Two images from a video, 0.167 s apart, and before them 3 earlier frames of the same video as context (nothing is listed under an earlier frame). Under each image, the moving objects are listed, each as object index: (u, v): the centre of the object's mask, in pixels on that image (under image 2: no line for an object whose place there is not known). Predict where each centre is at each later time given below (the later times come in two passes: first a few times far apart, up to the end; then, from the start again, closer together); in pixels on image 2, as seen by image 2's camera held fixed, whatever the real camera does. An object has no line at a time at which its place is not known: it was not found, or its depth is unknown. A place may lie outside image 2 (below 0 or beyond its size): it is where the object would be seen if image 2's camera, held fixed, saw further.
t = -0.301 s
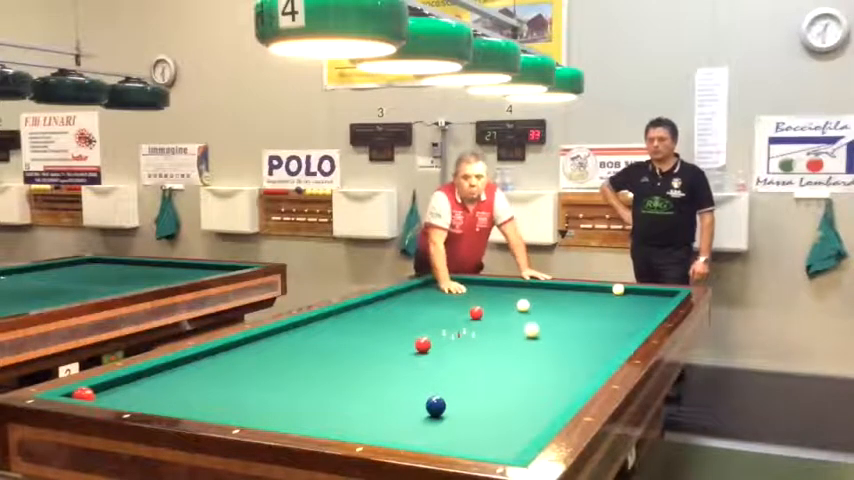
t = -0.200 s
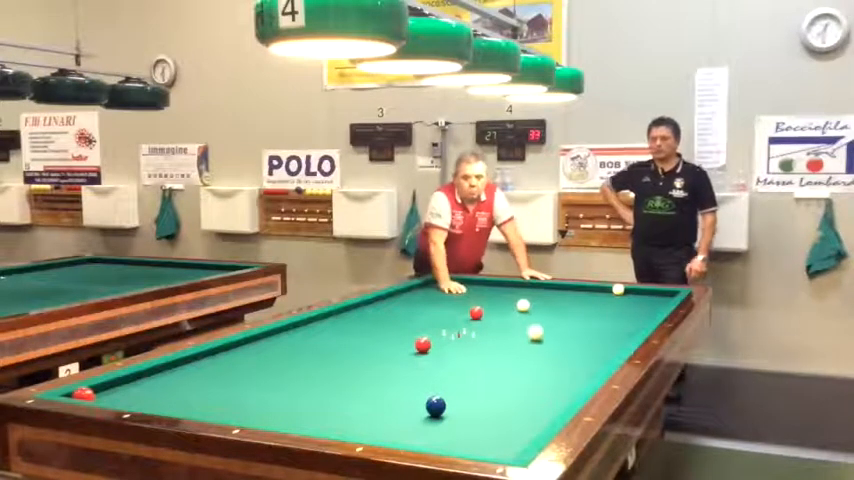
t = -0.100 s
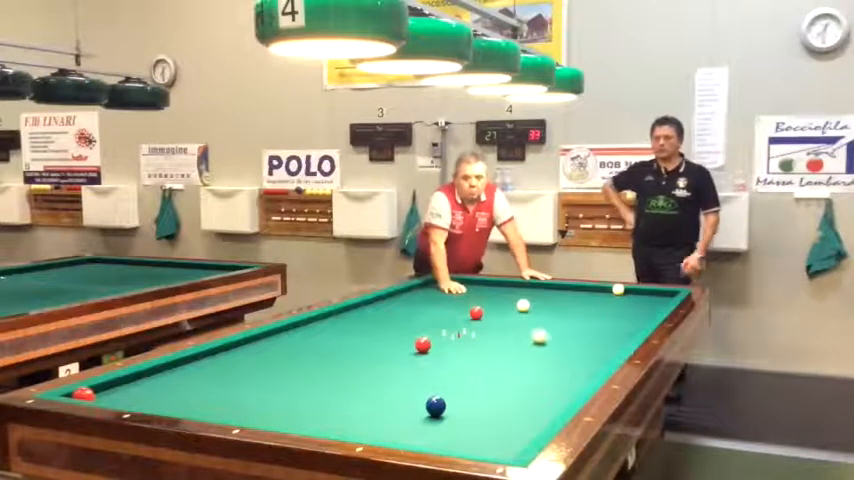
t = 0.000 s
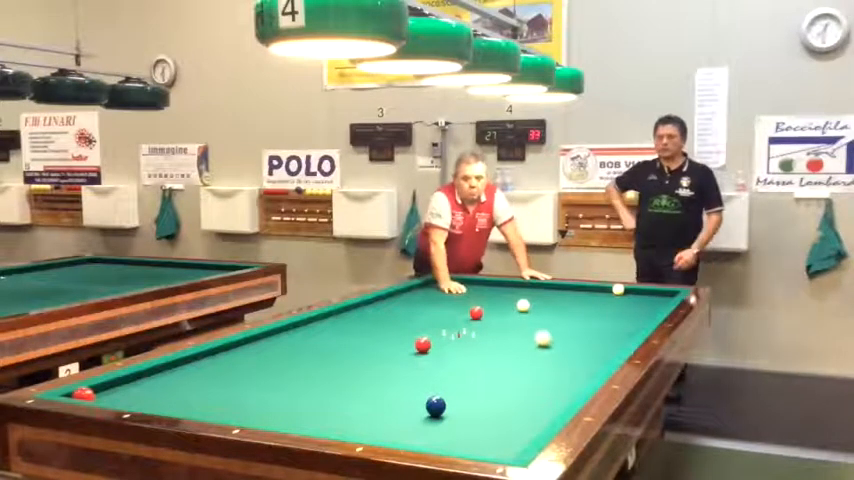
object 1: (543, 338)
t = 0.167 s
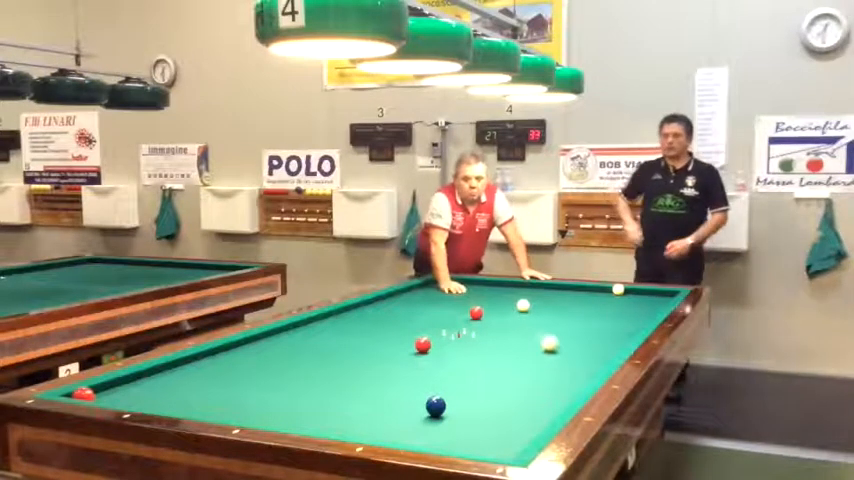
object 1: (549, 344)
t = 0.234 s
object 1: (552, 345)
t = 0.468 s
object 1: (561, 353)
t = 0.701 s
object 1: (571, 360)
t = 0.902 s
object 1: (582, 367)
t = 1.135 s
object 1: (588, 372)
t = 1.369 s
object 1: (573, 378)
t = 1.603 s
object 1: (558, 384)
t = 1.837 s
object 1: (543, 388)
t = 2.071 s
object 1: (528, 394)
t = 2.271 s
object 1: (514, 398)
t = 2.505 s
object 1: (499, 404)
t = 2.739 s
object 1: (483, 410)
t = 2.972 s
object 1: (468, 415)
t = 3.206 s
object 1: (452, 420)
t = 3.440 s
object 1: (437, 426)
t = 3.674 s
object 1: (421, 431)
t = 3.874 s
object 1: (408, 433)
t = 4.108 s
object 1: (397, 436)
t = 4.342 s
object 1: (393, 435)
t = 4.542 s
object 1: (394, 433)
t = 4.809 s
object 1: (396, 431)
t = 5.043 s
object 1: (398, 429)
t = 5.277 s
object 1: (400, 427)
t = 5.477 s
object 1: (401, 424)
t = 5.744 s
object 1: (404, 421)
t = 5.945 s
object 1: (405, 420)
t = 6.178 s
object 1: (406, 418)
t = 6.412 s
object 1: (410, 416)
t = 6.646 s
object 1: (410, 416)
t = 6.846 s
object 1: (411, 415)
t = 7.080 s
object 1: (412, 414)
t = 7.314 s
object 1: (413, 414)
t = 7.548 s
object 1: (413, 414)
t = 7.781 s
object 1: (413, 414)
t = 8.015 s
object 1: (413, 414)
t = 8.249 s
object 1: (414, 413)
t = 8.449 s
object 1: (414, 414)
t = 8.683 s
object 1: (414, 414)
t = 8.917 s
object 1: (414, 414)
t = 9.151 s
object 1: (414, 413)
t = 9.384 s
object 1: (414, 413)
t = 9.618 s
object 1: (414, 414)
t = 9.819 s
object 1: (414, 413)
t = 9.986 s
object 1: (414, 414)
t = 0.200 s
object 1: (550, 344)
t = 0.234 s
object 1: (552, 345)
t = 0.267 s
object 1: (553, 347)
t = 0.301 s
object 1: (554, 347)
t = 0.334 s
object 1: (556, 349)
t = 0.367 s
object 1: (558, 350)
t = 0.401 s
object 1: (559, 350)
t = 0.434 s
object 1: (560, 351)
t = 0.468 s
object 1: (561, 353)
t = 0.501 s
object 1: (563, 353)
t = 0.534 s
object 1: (564, 355)
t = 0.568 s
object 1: (566, 356)
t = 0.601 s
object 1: (567, 357)
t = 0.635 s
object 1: (567, 357)
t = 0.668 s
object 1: (570, 359)
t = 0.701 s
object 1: (571, 360)
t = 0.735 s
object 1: (572, 361)
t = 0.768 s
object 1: (573, 362)
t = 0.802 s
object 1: (576, 363)
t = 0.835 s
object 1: (577, 364)
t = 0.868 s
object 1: (579, 365)
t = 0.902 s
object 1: (582, 367)
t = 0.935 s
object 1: (583, 368)
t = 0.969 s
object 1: (584, 369)
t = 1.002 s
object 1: (584, 370)
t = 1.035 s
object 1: (587, 371)
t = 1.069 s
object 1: (587, 372)
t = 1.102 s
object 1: (589, 372)
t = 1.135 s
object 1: (588, 372)
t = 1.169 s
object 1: (585, 373)
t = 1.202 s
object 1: (584, 374)
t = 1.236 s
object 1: (581, 375)
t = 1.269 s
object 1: (579, 377)
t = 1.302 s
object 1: (576, 377)
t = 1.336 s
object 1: (575, 378)
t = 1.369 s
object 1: (573, 378)
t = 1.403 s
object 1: (572, 379)
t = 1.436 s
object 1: (568, 380)
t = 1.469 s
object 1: (567, 381)
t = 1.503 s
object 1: (564, 382)
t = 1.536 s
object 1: (562, 382)
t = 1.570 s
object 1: (560, 383)
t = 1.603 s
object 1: (558, 384)
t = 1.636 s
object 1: (556, 384)
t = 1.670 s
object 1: (553, 385)
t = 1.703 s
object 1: (551, 385)
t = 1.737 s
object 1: (549, 386)
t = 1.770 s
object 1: (547, 387)
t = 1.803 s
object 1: (545, 388)
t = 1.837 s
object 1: (543, 388)
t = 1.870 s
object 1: (541, 390)
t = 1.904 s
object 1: (539, 390)
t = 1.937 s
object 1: (537, 391)
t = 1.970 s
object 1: (535, 391)
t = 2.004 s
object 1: (532, 392)
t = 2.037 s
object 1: (530, 393)
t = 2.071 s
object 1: (528, 394)
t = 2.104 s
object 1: (526, 394)
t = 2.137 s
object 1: (524, 395)
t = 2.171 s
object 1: (522, 396)
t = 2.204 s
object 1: (519, 397)
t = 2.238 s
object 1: (517, 398)
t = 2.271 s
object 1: (514, 398)
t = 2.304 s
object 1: (513, 399)
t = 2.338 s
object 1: (510, 400)
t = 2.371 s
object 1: (509, 400)
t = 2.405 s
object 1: (506, 401)
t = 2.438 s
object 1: (503, 402)
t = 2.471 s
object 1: (501, 403)
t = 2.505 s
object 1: (499, 404)
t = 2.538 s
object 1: (497, 405)
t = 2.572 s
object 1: (495, 405)
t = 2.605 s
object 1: (492, 406)
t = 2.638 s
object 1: (490, 407)
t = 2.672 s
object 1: (488, 408)
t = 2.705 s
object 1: (486, 409)
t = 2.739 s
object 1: (483, 410)
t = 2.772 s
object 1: (481, 411)
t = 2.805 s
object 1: (478, 411)
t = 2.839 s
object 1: (477, 412)
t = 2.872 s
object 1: (474, 413)
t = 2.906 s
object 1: (472, 413)
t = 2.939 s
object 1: (470, 414)
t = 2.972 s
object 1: (468, 415)
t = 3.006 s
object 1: (466, 415)
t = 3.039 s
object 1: (464, 417)
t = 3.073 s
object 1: (462, 417)
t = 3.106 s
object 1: (459, 418)
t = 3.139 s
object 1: (457, 419)
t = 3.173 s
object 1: (455, 420)
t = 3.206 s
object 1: (452, 420)
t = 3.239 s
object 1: (450, 421)
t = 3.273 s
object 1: (447, 422)
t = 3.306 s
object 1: (445, 423)
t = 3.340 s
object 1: (443, 424)
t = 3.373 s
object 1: (441, 425)
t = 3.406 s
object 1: (439, 425)
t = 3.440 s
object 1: (437, 426)
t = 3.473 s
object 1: (435, 427)
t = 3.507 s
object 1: (432, 428)
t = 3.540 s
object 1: (429, 429)
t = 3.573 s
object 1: (428, 429)
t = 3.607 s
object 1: (425, 430)
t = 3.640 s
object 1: (423, 430)
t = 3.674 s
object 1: (421, 431)
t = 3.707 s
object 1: (418, 432)
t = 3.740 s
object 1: (416, 432)
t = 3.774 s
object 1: (414, 432)
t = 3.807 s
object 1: (411, 433)
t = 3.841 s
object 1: (409, 433)
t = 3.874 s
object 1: (408, 433)
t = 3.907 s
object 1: (404, 434)
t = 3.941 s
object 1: (402, 434)
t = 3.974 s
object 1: (400, 435)
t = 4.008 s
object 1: (399, 435)
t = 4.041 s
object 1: (398, 435)
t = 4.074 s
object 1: (397, 436)
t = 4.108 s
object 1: (397, 436)
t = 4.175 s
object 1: (397, 436)
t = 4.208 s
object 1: (397, 436)
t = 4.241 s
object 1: (393, 435)
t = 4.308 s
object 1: (393, 435)
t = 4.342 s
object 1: (393, 435)
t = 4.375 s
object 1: (393, 434)
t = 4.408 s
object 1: (393, 434)
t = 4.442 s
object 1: (393, 434)
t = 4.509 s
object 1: (393, 434)
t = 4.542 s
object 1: (394, 433)
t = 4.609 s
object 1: (394, 433)
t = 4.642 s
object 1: (395, 432)
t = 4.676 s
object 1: (395, 433)
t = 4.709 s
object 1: (395, 432)
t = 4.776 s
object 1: (396, 431)
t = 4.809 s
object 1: (396, 431)
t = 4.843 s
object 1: (397, 430)
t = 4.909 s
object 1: (397, 430)
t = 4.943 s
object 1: (397, 430)
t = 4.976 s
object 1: (397, 430)
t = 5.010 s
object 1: (397, 430)
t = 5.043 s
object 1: (398, 429)
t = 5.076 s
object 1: (398, 429)
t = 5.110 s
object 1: (398, 429)
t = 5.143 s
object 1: (398, 429)
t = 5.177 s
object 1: (398, 429)
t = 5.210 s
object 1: (398, 429)
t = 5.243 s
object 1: (399, 427)
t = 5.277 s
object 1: (400, 427)
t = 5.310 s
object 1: (400, 427)
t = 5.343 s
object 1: (400, 427)
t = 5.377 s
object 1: (400, 426)
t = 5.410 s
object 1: (400, 425)
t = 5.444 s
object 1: (401, 425)
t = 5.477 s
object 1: (401, 424)
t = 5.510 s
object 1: (402, 423)
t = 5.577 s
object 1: (403, 422)
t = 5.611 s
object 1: (403, 422)
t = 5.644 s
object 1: (403, 422)
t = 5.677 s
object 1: (403, 422)
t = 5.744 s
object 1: (404, 421)
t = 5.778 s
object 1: (404, 421)
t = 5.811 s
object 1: (404, 421)
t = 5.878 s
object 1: (405, 420)
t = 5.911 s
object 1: (405, 420)
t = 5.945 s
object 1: (405, 420)
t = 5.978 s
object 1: (406, 419)
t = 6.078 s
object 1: (406, 419)
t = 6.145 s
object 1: (406, 418)
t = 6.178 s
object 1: (406, 418)
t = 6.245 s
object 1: (406, 418)
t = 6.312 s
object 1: (408, 417)
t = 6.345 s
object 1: (409, 417)
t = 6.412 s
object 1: (410, 416)
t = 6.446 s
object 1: (410, 416)
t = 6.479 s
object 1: (410, 416)
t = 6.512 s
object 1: (410, 416)
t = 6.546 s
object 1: (410, 416)
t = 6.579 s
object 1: (410, 416)
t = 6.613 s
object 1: (410, 416)
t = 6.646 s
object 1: (410, 416)
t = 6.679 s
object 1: (410, 416)
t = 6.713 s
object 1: (411, 415)
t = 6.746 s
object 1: (411, 415)
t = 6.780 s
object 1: (411, 415)
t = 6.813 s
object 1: (411, 415)
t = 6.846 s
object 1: (411, 415)
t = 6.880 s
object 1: (411, 415)
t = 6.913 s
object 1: (412, 415)
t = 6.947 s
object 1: (412, 415)
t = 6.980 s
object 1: (412, 414)
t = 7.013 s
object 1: (412, 415)
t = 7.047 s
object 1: (412, 415)
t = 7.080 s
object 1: (412, 414)
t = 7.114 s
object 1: (412, 415)
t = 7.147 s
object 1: (412, 414)
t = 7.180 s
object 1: (412, 414)
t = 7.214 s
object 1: (412, 414)
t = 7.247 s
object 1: (412, 414)
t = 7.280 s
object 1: (412, 414)
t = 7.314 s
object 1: (413, 414)
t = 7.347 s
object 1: (413, 414)
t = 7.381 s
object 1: (413, 414)
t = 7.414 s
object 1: (413, 414)
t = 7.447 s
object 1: (413, 414)
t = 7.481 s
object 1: (413, 414)
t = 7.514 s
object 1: (413, 414)
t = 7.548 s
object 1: (413, 414)
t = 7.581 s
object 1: (413, 414)
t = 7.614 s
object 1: (413, 414)
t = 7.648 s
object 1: (413, 414)
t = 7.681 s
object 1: (413, 414)
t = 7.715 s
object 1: (413, 414)
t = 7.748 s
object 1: (413, 414)
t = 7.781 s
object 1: (413, 414)
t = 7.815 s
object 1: (413, 414)
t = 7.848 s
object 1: (413, 414)
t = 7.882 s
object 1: (413, 414)
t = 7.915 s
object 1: (413, 414)
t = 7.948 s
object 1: (413, 414)
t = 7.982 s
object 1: (413, 414)
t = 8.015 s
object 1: (413, 414)
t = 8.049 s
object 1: (413, 414)
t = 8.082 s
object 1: (413, 414)
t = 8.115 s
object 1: (413, 414)
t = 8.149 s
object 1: (413, 414)
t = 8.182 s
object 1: (413, 414)
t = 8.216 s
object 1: (413, 414)
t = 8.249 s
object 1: (414, 413)
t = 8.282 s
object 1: (414, 414)
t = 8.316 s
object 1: (414, 414)
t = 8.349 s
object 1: (414, 414)
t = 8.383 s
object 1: (414, 414)
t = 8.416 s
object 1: (414, 414)
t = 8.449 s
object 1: (414, 414)
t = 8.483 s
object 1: (414, 413)
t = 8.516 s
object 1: (414, 414)
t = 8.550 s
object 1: (414, 414)
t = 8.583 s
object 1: (414, 413)
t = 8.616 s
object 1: (414, 413)
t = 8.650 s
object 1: (414, 413)
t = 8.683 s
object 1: (414, 414)
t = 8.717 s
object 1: (414, 414)
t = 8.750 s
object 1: (414, 413)
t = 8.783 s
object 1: (414, 413)
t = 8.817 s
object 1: (414, 413)
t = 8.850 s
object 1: (414, 413)
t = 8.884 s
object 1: (414, 414)
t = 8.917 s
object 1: (414, 414)
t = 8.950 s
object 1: (414, 413)
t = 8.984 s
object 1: (414, 413)
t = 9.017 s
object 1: (414, 414)
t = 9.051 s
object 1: (414, 413)
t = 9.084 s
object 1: (414, 414)
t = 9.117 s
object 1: (414, 414)
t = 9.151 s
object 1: (414, 413)
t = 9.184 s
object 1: (414, 413)
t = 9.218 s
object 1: (414, 414)
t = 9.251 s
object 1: (414, 413)
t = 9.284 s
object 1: (414, 413)
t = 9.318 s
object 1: (414, 414)
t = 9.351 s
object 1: (414, 413)
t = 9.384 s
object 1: (414, 413)
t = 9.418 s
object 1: (414, 413)
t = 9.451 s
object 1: (414, 413)
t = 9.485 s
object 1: (414, 413)
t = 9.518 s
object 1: (414, 414)
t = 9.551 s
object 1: (414, 413)
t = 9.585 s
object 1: (414, 413)
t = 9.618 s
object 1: (414, 414)
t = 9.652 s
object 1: (414, 413)
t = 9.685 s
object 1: (414, 413)
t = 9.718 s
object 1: (414, 413)
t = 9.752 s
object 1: (414, 414)
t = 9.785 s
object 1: (414, 414)
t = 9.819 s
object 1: (414, 413)
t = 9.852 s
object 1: (414, 414)
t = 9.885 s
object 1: (414, 413)
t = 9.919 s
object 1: (414, 414)
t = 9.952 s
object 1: (414, 414)
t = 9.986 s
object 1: (414, 414)
